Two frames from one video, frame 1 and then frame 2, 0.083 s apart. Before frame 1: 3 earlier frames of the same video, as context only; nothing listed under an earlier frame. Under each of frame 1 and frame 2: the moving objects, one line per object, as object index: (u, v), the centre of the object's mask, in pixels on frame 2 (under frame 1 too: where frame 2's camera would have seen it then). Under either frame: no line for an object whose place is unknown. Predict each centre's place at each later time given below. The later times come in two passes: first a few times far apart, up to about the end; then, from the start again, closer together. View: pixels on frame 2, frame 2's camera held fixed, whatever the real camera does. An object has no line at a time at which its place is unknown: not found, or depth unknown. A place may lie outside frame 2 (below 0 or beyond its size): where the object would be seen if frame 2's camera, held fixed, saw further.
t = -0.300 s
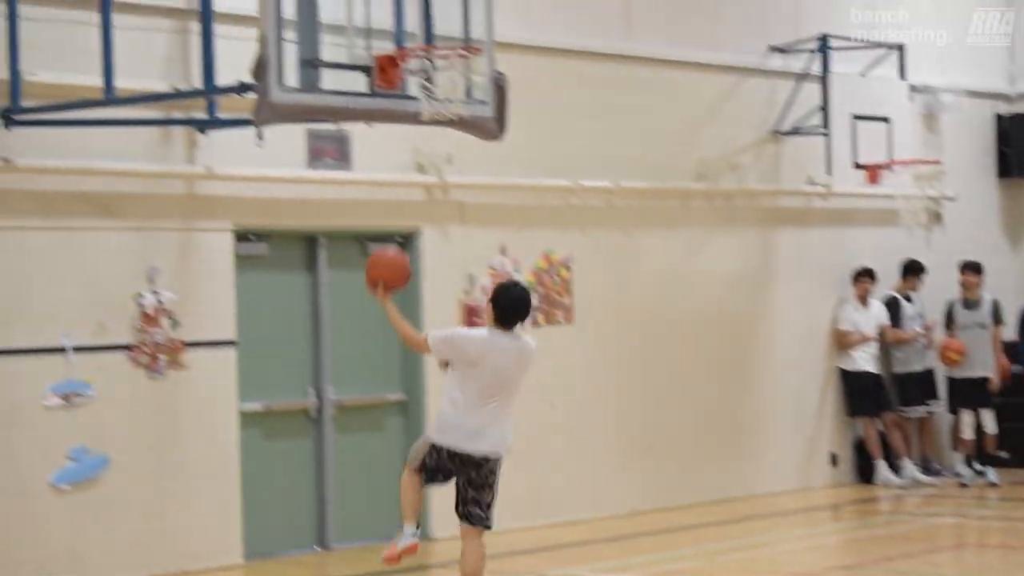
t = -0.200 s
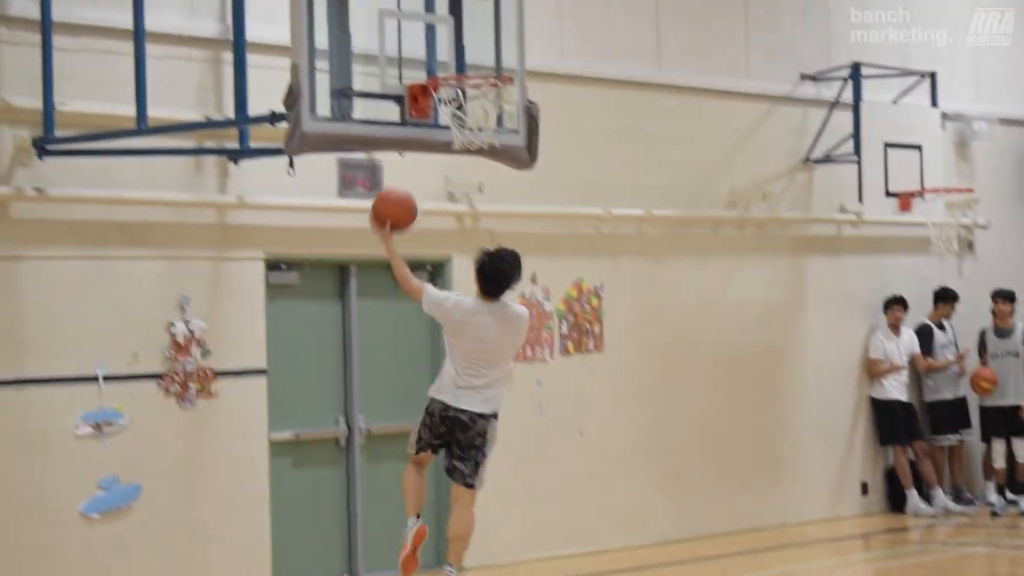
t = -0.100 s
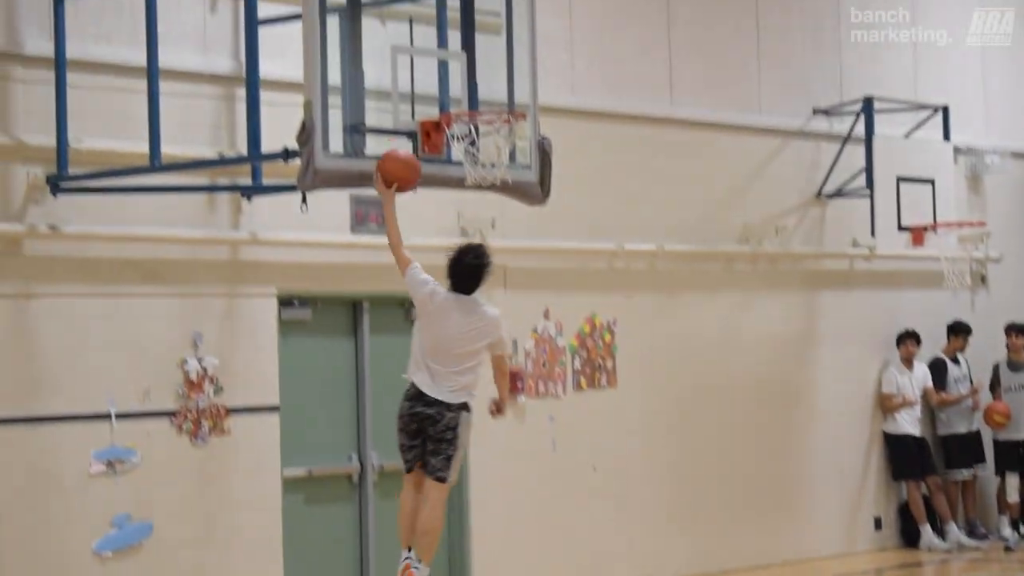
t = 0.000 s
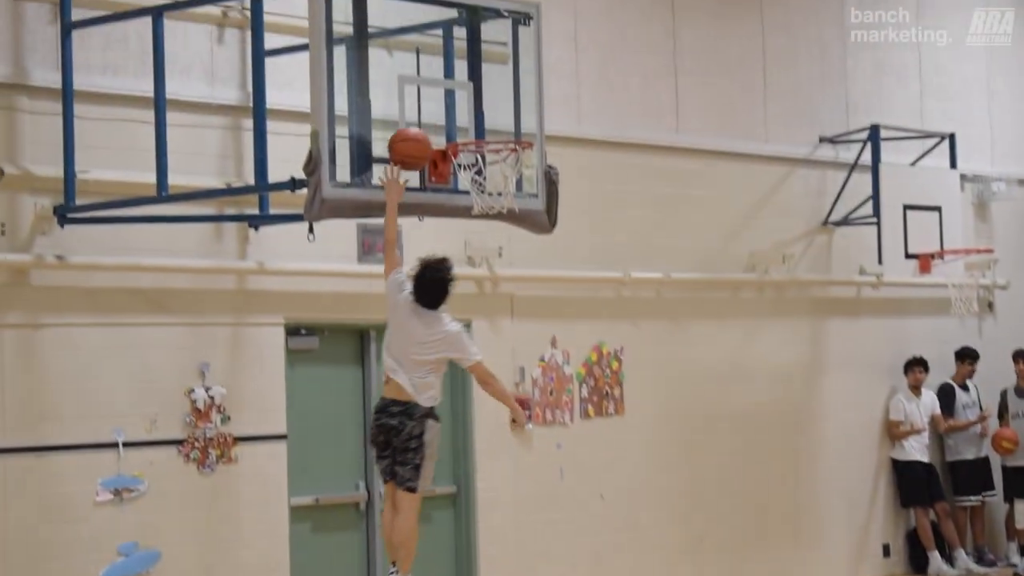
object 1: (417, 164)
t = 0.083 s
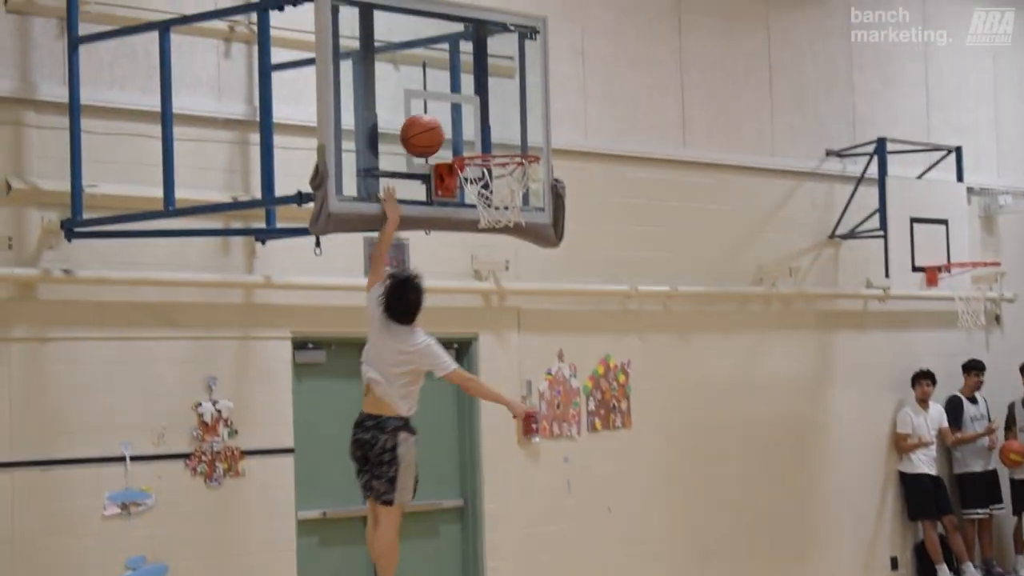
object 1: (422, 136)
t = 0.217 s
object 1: (454, 125)
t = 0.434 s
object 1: (514, 178)
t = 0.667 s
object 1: (532, 244)
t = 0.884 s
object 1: (547, 385)
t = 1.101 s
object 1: (568, 620)
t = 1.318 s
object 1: (546, 585)
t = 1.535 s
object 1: (498, 456)
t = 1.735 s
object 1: (460, 415)
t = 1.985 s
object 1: (414, 472)
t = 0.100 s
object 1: (423, 132)
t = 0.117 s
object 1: (426, 129)
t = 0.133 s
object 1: (432, 128)
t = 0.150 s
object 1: (437, 126)
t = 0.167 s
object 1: (441, 125)
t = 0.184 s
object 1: (445, 124)
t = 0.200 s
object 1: (449, 124)
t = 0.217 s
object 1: (454, 125)
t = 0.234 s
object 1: (459, 126)
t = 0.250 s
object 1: (463, 127)
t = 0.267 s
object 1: (467, 130)
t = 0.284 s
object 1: (472, 133)
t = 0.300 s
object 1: (476, 135)
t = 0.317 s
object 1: (481, 137)
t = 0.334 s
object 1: (485, 139)
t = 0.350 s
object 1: (490, 141)
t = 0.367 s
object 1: (496, 154)
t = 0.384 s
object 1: (500, 159)
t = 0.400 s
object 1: (505, 165)
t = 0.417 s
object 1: (510, 173)
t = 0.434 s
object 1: (514, 178)
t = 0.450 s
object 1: (517, 185)
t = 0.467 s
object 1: (521, 191)
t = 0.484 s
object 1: (522, 193)
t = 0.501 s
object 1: (524, 195)
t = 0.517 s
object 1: (525, 198)
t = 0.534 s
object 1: (525, 201)
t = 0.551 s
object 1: (526, 204)
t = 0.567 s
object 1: (527, 209)
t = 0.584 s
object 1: (528, 214)
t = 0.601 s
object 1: (529, 219)
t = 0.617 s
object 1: (530, 225)
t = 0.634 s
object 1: (530, 231)
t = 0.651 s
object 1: (531, 237)
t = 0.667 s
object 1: (532, 244)
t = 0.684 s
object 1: (533, 252)
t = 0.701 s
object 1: (535, 260)
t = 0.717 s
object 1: (535, 269)
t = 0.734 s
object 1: (536, 279)
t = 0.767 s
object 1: (538, 298)
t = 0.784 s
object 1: (539, 309)
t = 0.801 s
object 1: (540, 320)
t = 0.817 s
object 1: (542, 332)
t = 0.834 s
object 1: (543, 344)
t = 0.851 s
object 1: (544, 357)
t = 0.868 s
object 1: (546, 370)
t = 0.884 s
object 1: (547, 385)
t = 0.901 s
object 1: (550, 398)
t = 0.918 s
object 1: (550, 416)
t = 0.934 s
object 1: (550, 430)
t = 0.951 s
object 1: (553, 446)
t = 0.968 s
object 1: (554, 463)
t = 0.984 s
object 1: (556, 481)
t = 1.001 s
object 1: (558, 498)
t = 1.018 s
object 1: (559, 518)
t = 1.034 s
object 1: (561, 537)
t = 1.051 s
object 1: (562, 556)
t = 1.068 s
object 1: (564, 577)
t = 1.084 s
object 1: (566, 599)
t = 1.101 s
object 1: (568, 620)
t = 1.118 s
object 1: (569, 643)
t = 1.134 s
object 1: (570, 665)
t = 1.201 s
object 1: (569, 688)
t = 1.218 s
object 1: (566, 674)
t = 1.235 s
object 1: (562, 658)
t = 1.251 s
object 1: (559, 640)
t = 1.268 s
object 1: (555, 625)
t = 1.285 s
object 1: (552, 612)
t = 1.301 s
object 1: (548, 598)
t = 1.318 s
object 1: (546, 585)
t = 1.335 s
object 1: (542, 572)
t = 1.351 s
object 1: (538, 559)
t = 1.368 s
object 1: (534, 546)
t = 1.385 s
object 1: (531, 534)
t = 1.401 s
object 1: (528, 524)
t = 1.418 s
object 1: (524, 515)
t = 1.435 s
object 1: (521, 504)
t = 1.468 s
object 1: (513, 486)
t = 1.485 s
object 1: (509, 478)
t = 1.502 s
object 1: (505, 471)
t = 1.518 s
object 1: (502, 462)
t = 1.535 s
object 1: (498, 456)
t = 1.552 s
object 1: (495, 449)
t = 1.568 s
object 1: (491, 444)
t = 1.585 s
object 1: (488, 438)
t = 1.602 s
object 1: (485, 434)
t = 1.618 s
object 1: (481, 429)
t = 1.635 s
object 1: (478, 425)
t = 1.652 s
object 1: (475, 423)
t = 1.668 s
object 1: (471, 420)
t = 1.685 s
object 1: (469, 418)
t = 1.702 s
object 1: (466, 417)
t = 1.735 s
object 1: (460, 415)
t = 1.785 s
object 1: (450, 417)
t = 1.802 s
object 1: (447, 419)
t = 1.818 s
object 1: (444, 422)
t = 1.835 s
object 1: (441, 425)
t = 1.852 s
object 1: (437, 428)
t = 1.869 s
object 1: (433, 432)
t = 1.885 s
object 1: (431, 437)
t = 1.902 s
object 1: (427, 442)
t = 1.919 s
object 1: (426, 446)
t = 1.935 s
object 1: (422, 452)
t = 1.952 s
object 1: (419, 458)
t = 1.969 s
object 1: (416, 465)
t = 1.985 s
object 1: (414, 472)
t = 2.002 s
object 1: (410, 480)
